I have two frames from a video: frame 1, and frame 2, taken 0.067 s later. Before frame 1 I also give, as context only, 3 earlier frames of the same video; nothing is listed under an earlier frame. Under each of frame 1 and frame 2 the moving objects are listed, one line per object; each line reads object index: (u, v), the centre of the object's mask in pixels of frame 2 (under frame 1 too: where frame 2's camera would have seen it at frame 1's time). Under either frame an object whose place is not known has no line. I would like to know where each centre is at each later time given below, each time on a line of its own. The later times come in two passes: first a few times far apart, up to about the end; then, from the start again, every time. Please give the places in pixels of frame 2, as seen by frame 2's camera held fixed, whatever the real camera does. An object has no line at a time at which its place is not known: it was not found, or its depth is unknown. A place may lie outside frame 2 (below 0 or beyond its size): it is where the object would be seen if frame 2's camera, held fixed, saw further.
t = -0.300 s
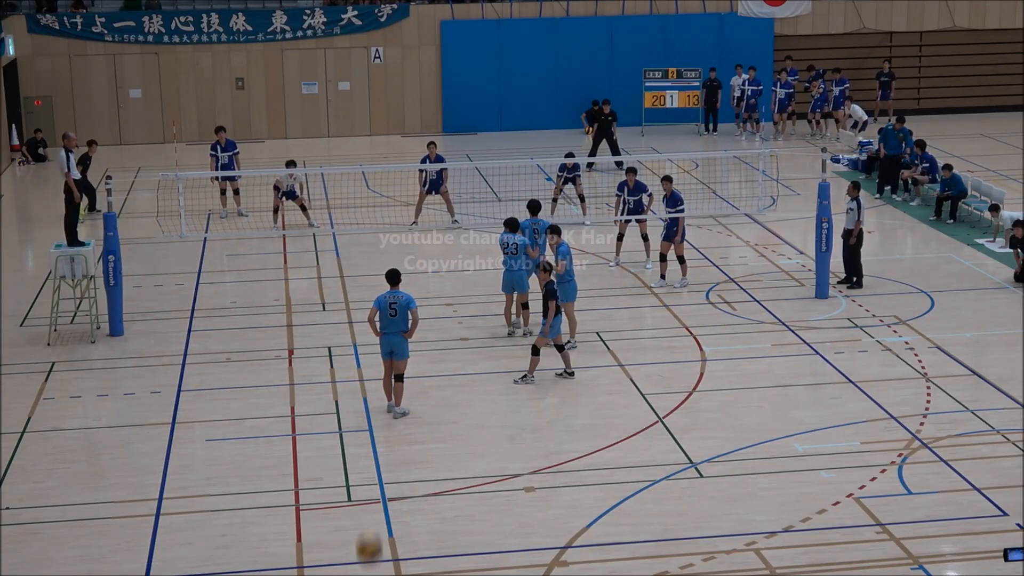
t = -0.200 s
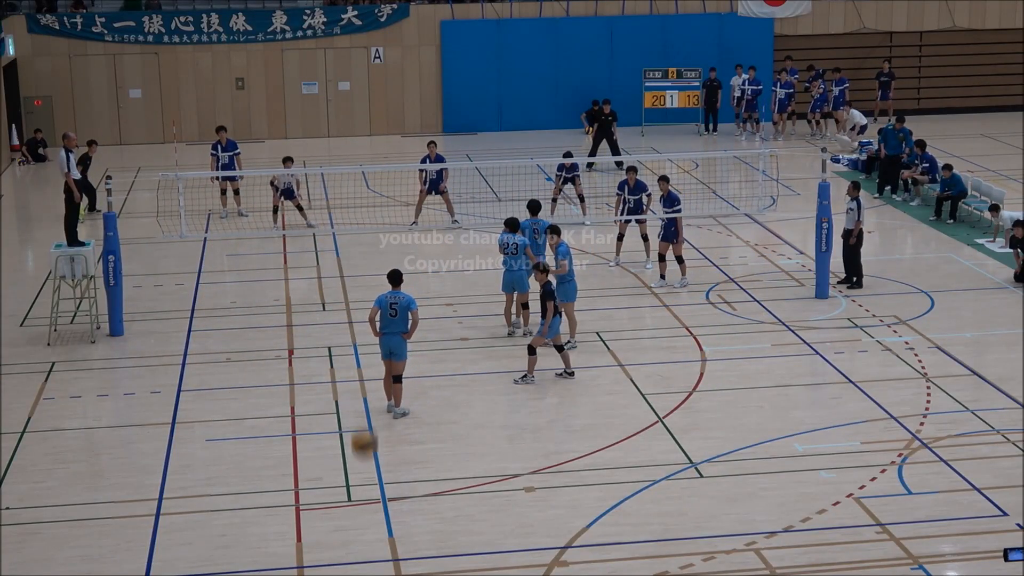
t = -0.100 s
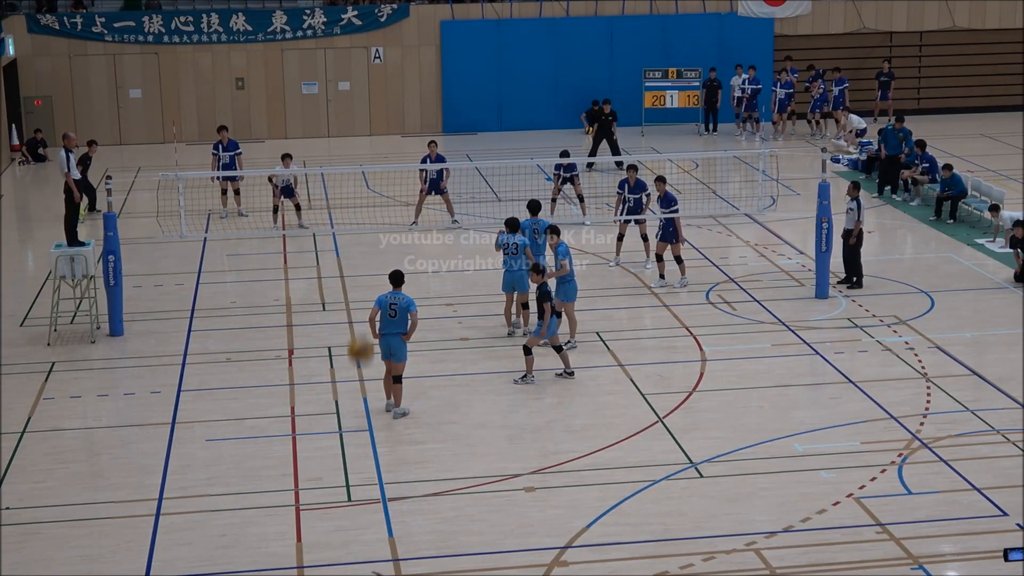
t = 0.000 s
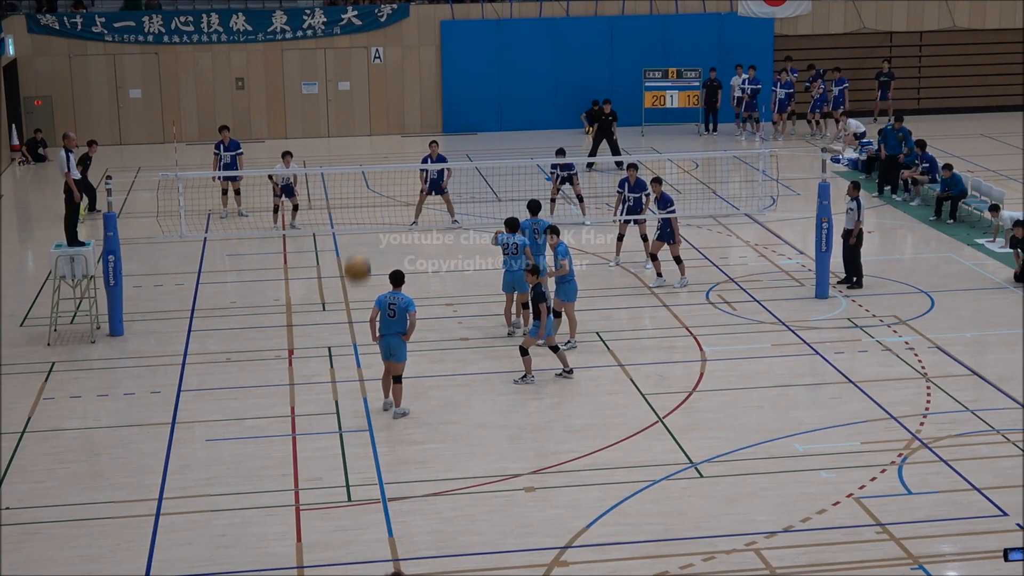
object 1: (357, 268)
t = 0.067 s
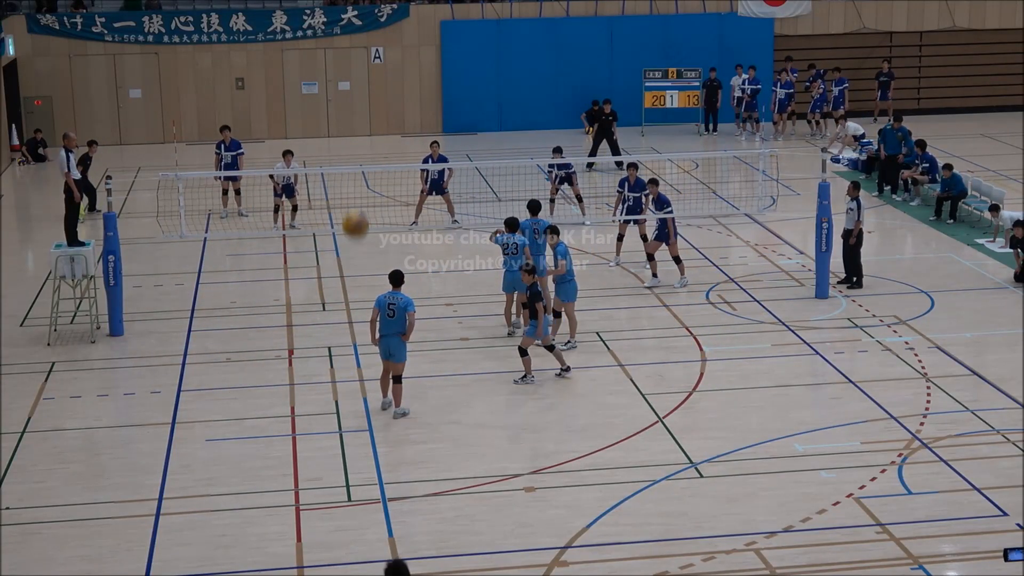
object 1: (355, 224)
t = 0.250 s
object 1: (352, 131)
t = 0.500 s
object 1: (350, 77)
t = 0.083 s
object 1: (355, 216)
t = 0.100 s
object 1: (355, 204)
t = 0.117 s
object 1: (354, 196)
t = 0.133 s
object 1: (353, 185)
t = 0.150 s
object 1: (353, 176)
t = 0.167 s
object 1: (353, 168)
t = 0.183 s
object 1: (353, 159)
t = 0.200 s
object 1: (353, 151)
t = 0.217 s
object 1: (352, 144)
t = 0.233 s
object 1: (353, 137)
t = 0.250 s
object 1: (352, 131)
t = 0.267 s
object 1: (352, 125)
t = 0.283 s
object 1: (352, 120)
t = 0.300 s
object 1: (351, 114)
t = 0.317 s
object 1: (352, 109)
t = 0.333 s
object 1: (351, 104)
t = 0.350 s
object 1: (351, 99)
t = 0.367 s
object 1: (351, 95)
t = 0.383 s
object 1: (351, 91)
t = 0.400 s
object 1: (350, 88)
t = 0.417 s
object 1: (351, 86)
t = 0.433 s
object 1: (350, 83)
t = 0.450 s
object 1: (350, 82)
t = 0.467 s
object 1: (350, 79)
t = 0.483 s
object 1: (350, 79)
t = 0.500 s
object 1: (350, 77)
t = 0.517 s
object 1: (350, 76)
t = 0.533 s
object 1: (351, 76)
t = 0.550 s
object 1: (350, 75)
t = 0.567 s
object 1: (350, 75)
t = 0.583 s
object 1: (350, 76)
